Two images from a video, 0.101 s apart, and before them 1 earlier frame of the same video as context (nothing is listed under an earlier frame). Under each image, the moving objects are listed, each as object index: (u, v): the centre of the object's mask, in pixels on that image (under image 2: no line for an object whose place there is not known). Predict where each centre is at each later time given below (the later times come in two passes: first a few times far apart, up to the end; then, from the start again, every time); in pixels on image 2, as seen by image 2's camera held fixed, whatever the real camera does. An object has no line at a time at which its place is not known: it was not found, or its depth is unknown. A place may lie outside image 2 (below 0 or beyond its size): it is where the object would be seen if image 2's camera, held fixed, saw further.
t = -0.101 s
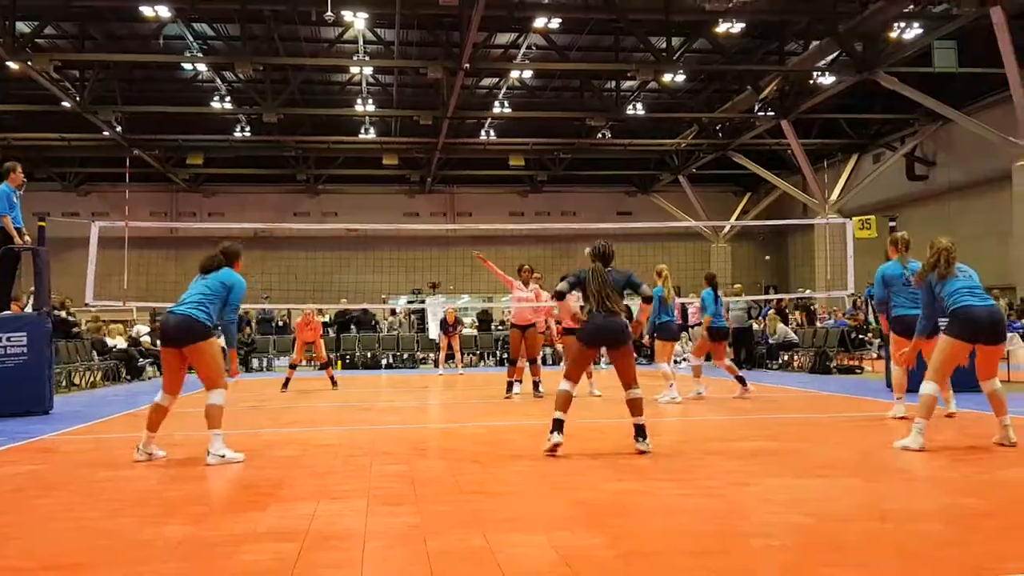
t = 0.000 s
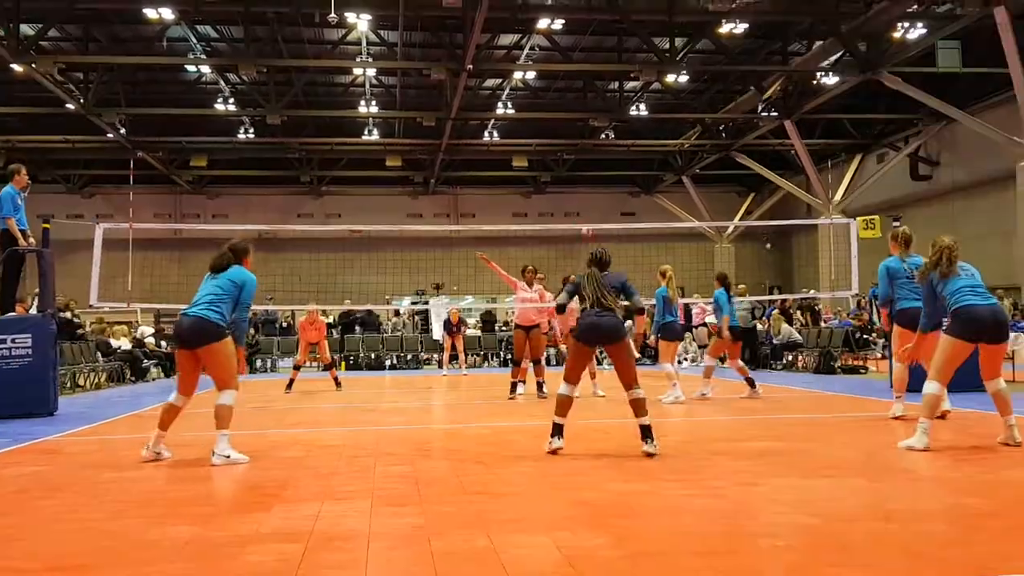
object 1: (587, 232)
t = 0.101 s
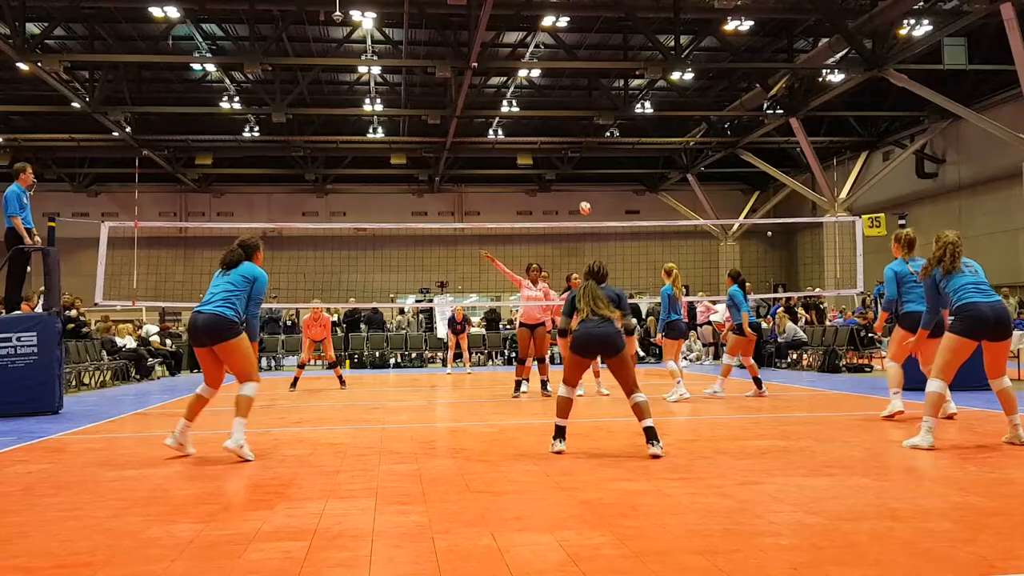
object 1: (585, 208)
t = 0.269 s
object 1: (572, 182)
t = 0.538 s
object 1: (534, 160)
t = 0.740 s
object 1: (476, 177)
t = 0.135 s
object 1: (583, 202)
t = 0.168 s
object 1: (580, 196)
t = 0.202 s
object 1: (578, 191)
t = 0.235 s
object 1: (575, 186)
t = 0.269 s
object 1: (572, 182)
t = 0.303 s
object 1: (568, 178)
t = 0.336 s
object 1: (565, 174)
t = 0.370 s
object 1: (561, 170)
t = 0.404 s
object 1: (556, 167)
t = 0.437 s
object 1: (552, 164)
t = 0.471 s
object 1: (547, 162)
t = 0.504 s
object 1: (541, 161)
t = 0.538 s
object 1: (534, 160)
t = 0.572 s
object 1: (527, 160)
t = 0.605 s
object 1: (519, 161)
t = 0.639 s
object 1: (510, 163)
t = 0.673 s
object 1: (500, 166)
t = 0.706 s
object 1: (488, 171)
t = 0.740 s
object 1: (476, 177)
